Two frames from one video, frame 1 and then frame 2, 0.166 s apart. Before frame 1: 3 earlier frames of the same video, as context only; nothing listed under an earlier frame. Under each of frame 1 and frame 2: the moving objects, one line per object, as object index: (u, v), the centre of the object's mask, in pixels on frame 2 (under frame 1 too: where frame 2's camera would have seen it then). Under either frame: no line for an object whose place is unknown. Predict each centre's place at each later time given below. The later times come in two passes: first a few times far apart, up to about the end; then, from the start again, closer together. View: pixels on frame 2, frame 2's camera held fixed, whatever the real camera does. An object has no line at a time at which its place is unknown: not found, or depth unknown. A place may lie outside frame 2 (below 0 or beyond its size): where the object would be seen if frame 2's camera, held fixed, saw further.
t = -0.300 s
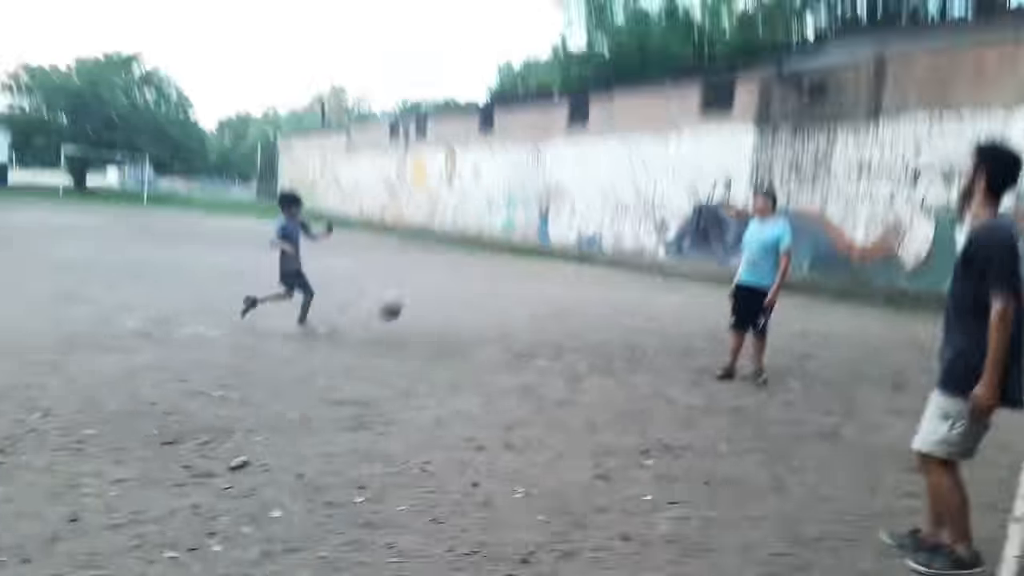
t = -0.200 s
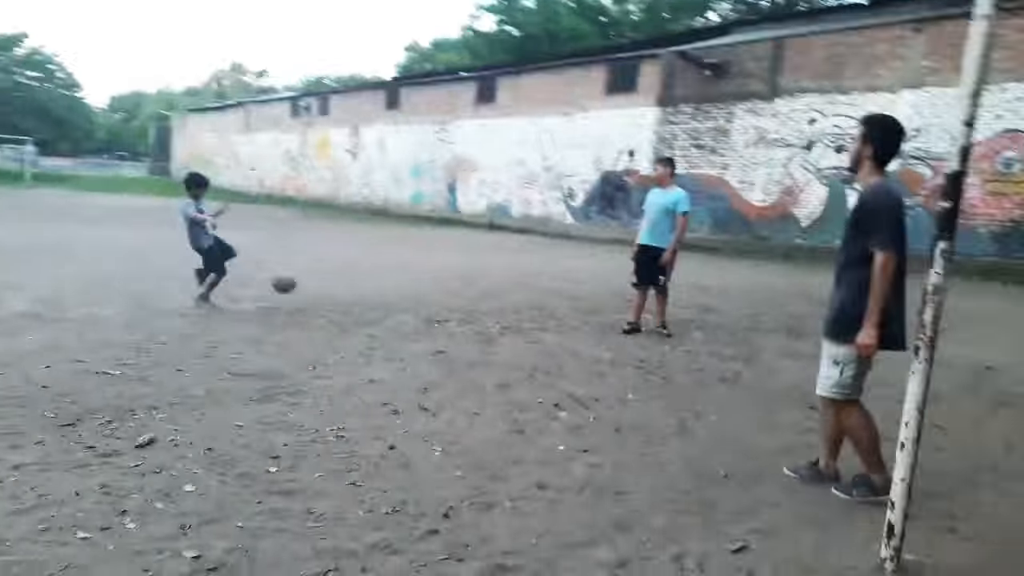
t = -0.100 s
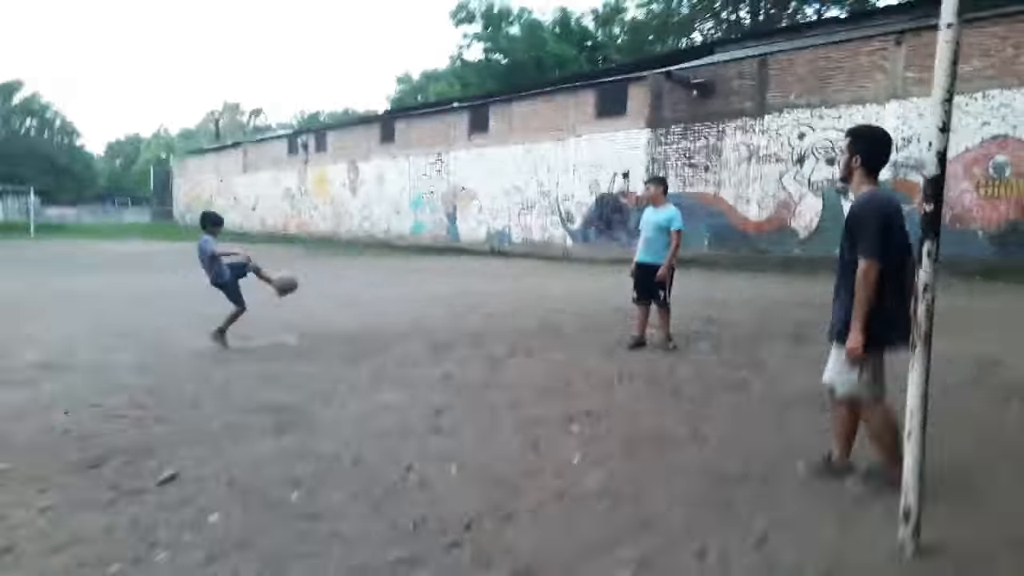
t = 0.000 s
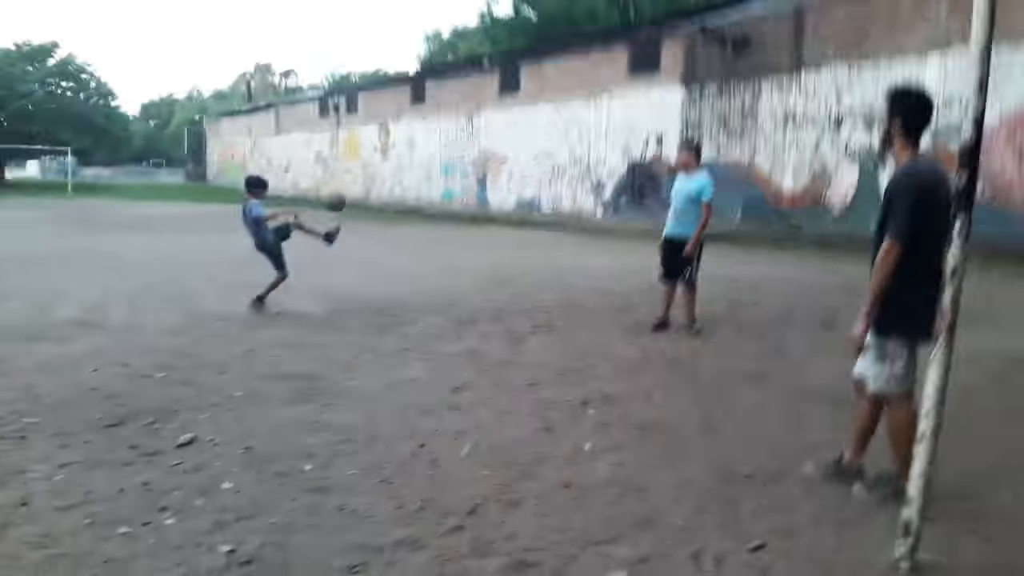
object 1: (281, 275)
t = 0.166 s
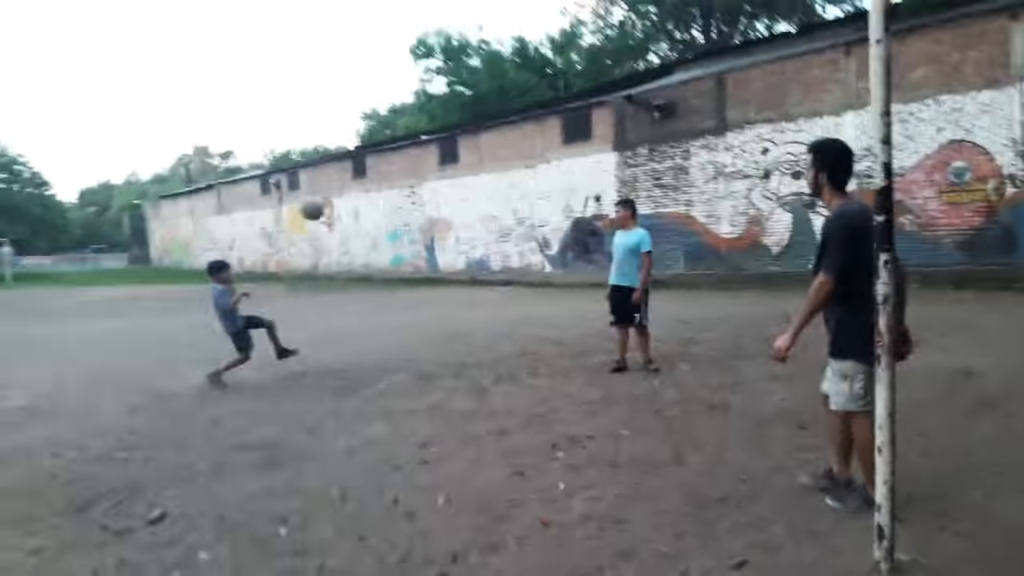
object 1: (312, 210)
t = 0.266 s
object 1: (330, 186)
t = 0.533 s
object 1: (393, 171)
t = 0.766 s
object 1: (455, 233)
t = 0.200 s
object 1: (319, 200)
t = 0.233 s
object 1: (325, 194)
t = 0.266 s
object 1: (330, 186)
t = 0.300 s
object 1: (335, 177)
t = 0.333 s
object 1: (342, 170)
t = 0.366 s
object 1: (350, 166)
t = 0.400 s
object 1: (358, 165)
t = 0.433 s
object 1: (364, 164)
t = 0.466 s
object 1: (367, 165)
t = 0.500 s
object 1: (382, 168)
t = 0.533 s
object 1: (393, 171)
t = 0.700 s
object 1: (436, 208)
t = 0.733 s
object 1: (446, 219)
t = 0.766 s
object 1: (455, 233)
